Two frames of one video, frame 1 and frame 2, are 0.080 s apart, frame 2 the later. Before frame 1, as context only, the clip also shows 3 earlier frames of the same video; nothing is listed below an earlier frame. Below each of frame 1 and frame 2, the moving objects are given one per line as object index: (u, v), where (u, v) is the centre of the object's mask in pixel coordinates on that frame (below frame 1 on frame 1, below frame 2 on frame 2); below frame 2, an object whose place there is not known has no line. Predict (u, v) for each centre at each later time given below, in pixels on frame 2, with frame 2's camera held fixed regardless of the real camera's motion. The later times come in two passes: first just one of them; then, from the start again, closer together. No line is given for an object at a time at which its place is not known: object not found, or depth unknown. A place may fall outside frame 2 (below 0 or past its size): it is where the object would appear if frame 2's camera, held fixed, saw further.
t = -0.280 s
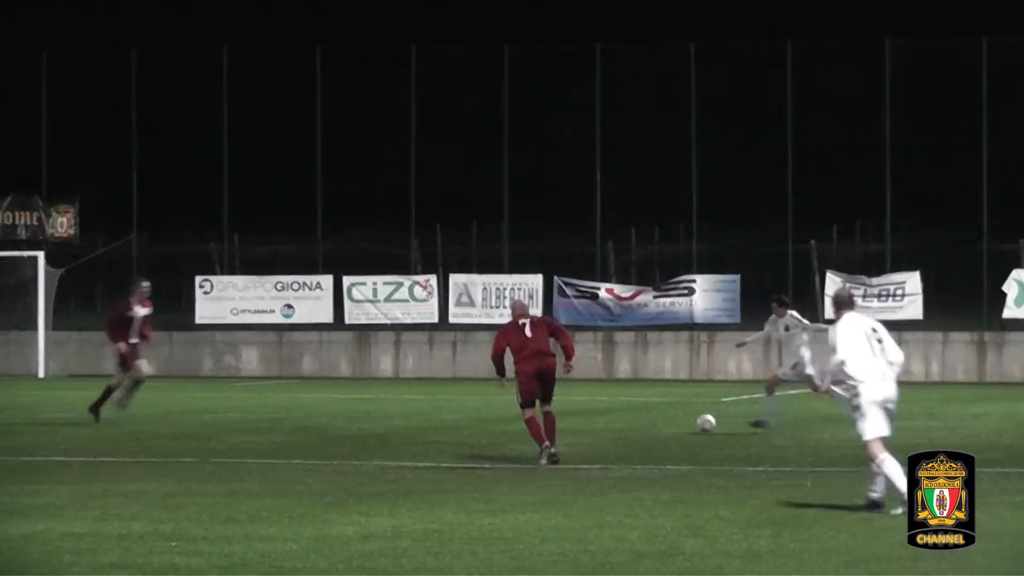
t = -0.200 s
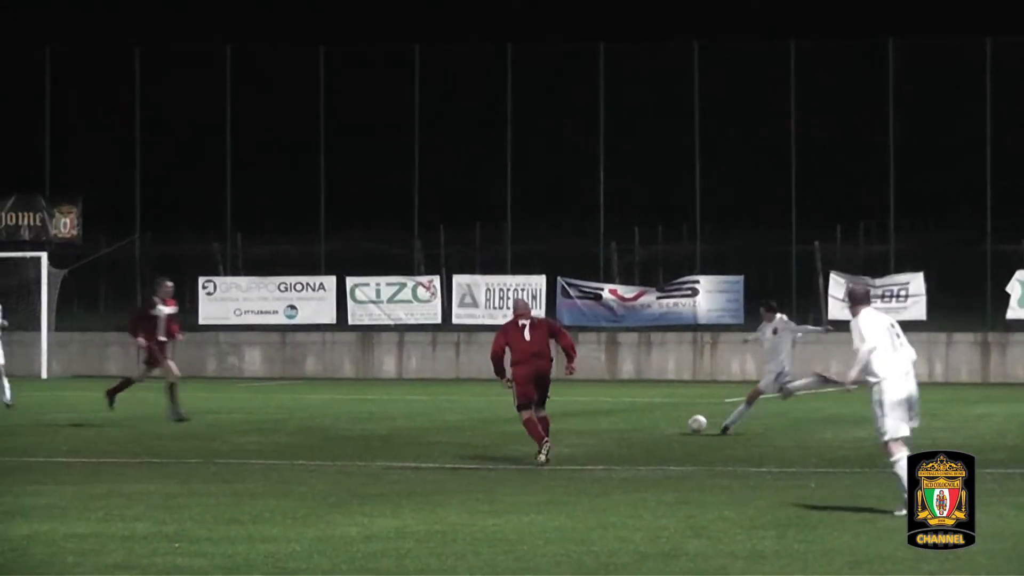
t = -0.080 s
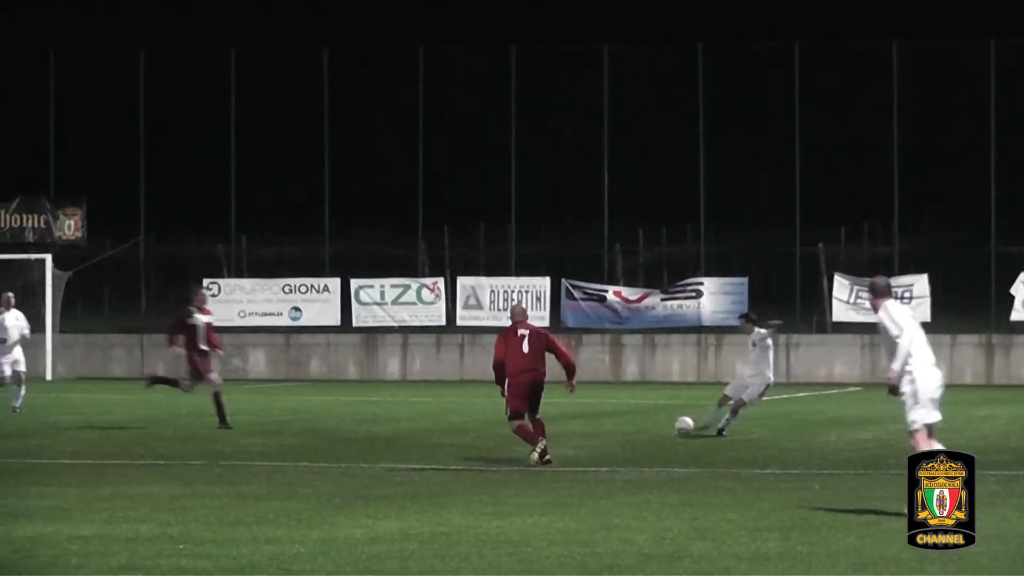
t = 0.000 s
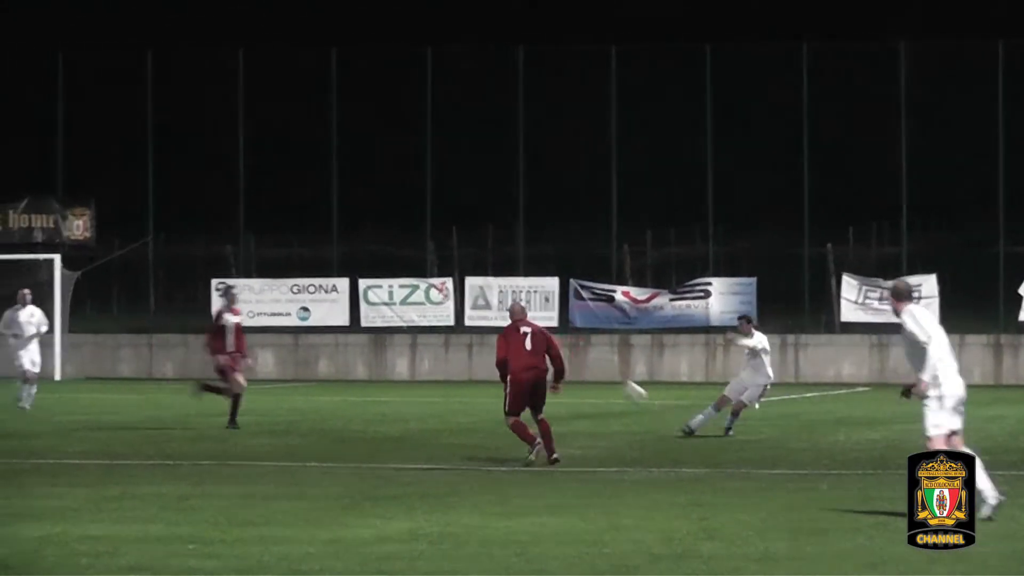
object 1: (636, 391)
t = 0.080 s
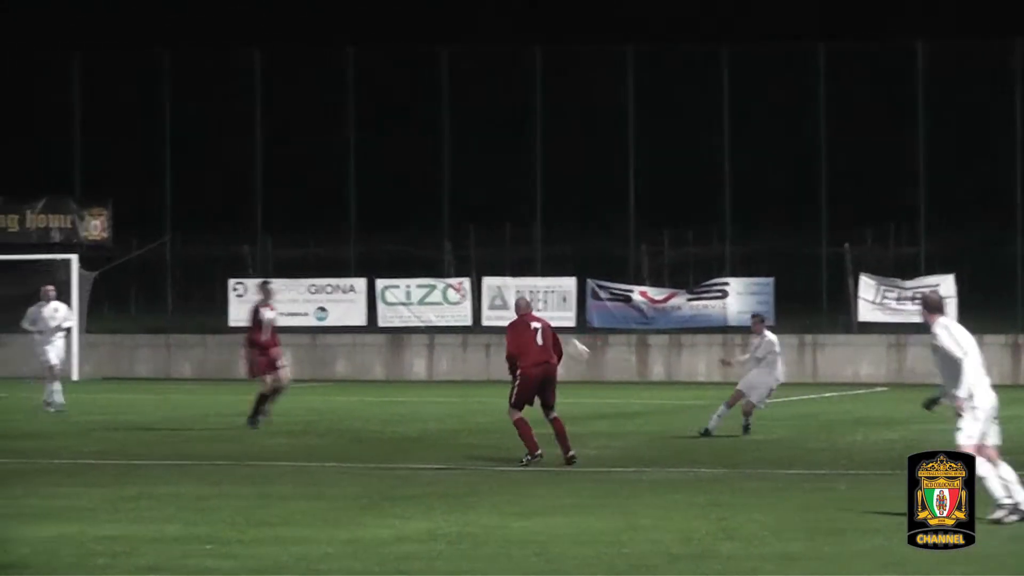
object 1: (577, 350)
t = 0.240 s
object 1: (427, 269)
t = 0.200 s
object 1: (465, 290)
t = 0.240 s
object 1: (427, 269)
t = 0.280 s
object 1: (395, 251)
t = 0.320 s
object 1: (362, 231)
